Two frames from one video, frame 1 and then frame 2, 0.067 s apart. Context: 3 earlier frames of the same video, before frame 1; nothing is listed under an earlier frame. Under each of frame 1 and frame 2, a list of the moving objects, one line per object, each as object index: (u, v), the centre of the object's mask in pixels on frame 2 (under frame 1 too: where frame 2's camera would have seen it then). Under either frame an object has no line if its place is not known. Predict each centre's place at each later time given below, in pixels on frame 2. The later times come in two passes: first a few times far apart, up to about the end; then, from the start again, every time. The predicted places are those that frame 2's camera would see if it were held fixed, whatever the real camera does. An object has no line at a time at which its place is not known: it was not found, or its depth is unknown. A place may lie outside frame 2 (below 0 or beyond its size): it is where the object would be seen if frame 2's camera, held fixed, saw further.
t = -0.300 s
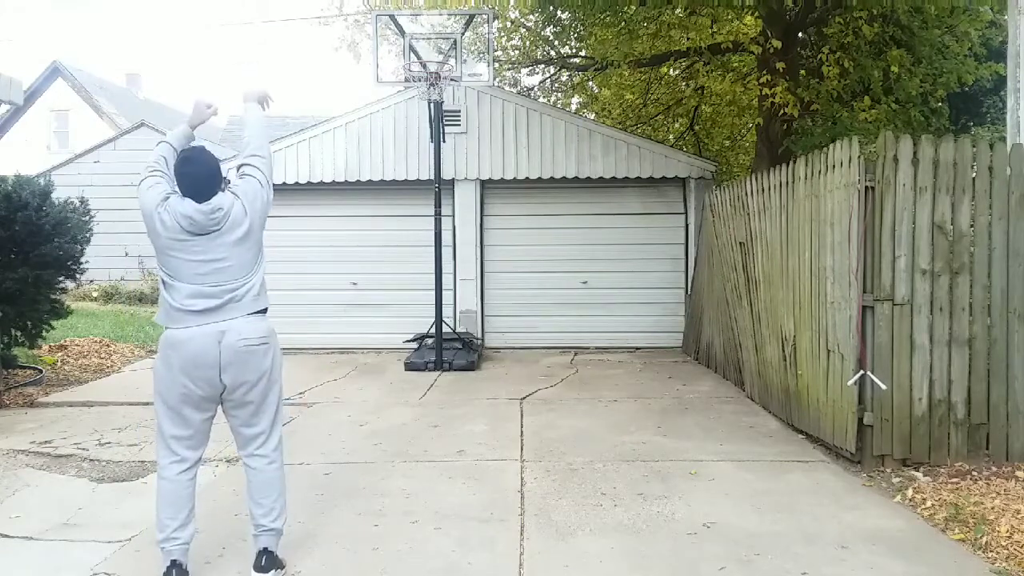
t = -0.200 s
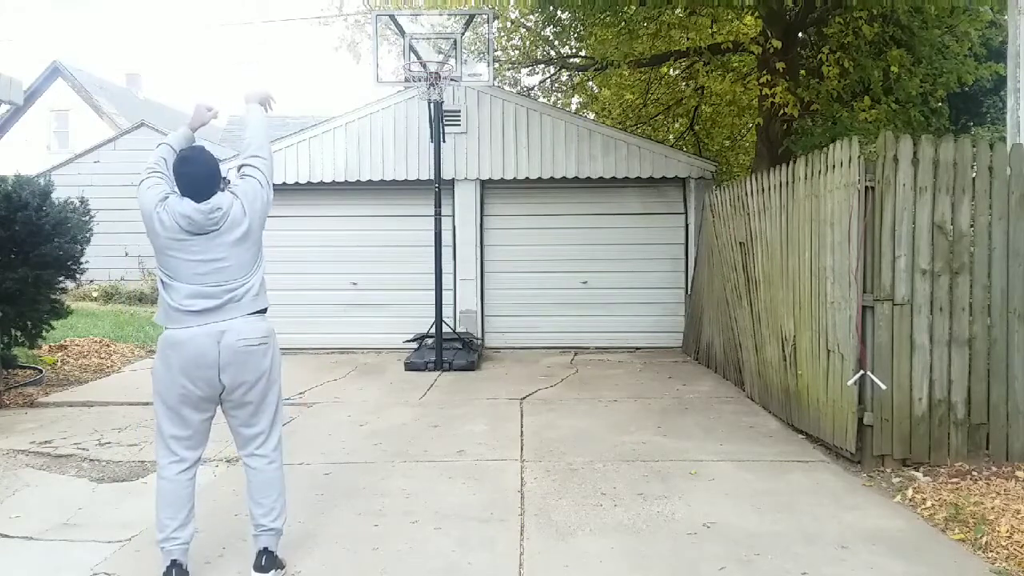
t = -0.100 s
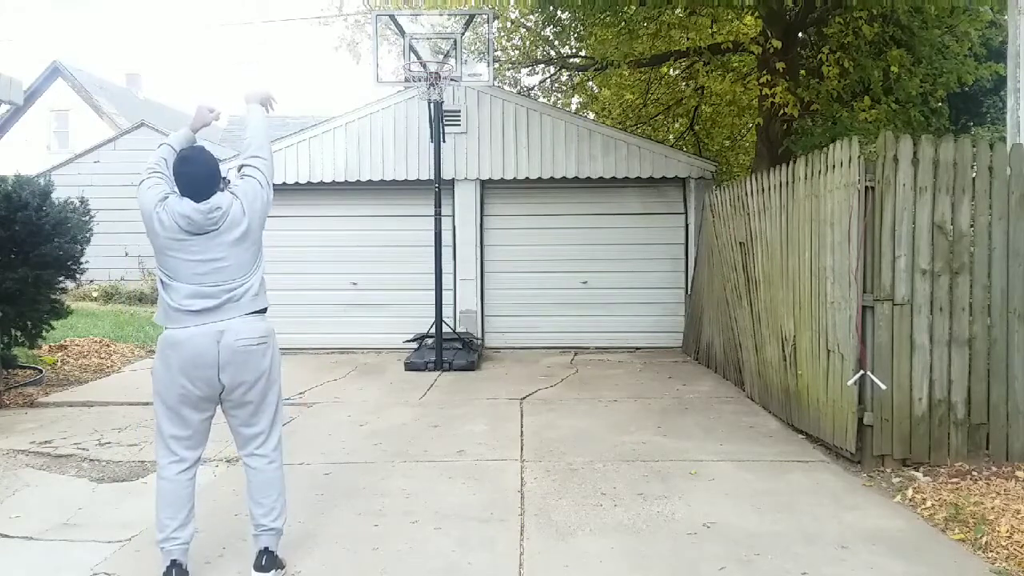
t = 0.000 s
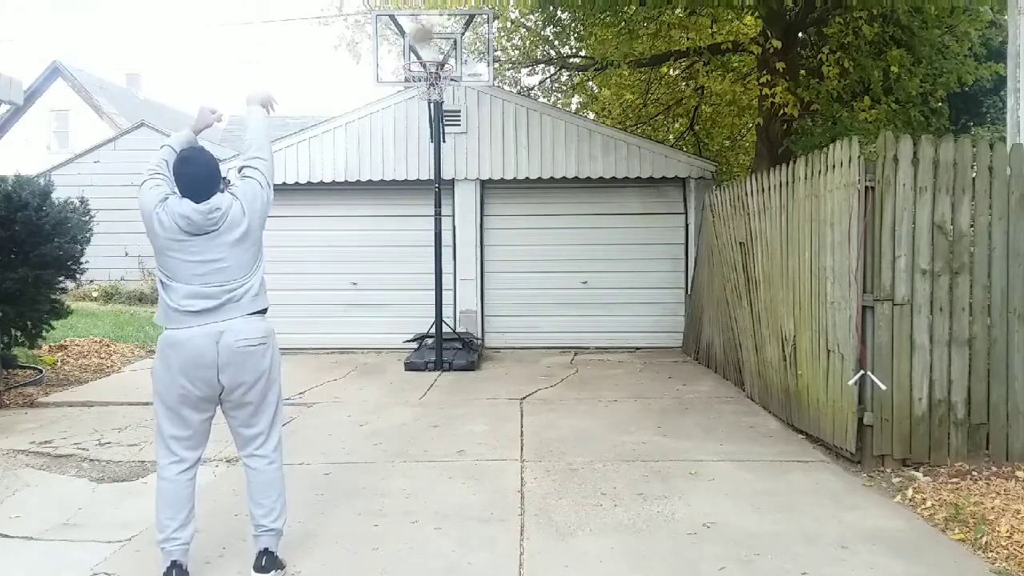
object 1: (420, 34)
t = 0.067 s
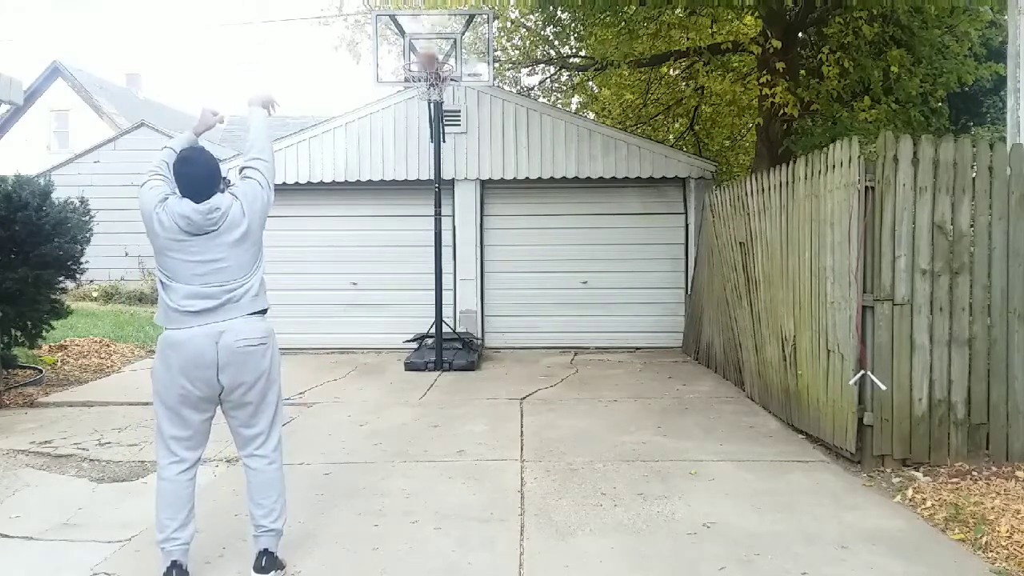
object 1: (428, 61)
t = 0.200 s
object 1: (431, 87)
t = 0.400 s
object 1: (428, 100)
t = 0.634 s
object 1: (423, 155)
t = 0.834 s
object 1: (420, 253)
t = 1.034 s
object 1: (418, 382)
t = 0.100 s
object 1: (432, 81)
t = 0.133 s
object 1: (432, 86)
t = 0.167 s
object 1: (432, 87)
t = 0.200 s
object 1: (431, 87)
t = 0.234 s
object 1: (431, 88)
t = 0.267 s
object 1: (430, 88)
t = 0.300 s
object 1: (430, 89)
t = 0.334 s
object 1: (429, 90)
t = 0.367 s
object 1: (429, 95)
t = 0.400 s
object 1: (428, 100)
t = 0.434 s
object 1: (426, 103)
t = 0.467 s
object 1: (426, 109)
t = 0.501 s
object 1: (425, 117)
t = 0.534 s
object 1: (424, 124)
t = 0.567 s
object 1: (423, 134)
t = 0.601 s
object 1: (423, 144)
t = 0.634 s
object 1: (423, 155)
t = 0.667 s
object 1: (423, 169)
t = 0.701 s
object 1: (421, 184)
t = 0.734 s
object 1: (421, 197)
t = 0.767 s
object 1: (421, 215)
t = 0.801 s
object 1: (421, 233)
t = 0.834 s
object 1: (420, 253)
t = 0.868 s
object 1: (420, 273)
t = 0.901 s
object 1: (420, 294)
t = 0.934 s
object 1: (420, 317)
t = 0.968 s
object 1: (418, 340)
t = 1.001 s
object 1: (419, 359)
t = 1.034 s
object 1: (418, 382)
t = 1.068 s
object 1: (419, 367)
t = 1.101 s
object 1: (419, 348)
